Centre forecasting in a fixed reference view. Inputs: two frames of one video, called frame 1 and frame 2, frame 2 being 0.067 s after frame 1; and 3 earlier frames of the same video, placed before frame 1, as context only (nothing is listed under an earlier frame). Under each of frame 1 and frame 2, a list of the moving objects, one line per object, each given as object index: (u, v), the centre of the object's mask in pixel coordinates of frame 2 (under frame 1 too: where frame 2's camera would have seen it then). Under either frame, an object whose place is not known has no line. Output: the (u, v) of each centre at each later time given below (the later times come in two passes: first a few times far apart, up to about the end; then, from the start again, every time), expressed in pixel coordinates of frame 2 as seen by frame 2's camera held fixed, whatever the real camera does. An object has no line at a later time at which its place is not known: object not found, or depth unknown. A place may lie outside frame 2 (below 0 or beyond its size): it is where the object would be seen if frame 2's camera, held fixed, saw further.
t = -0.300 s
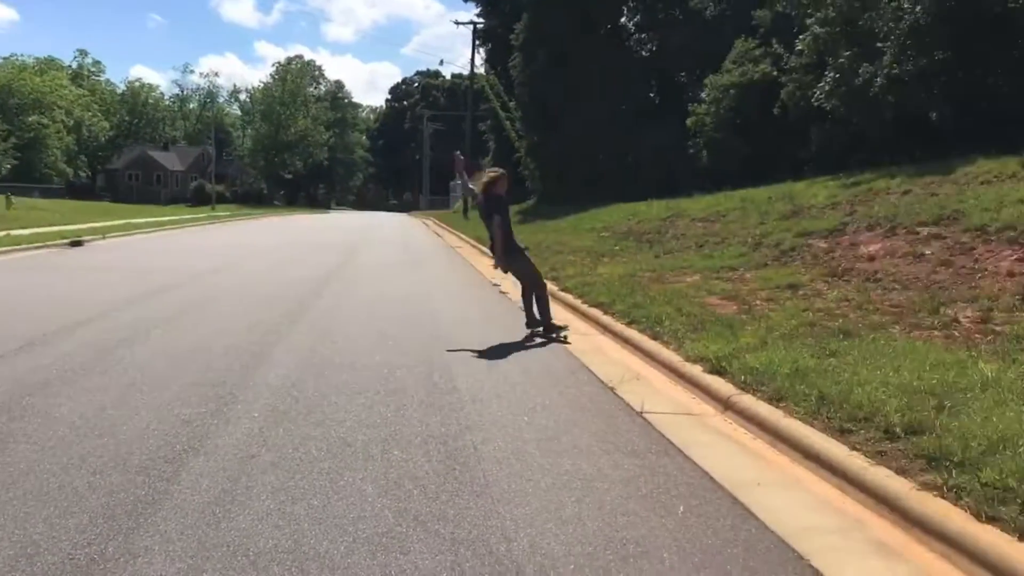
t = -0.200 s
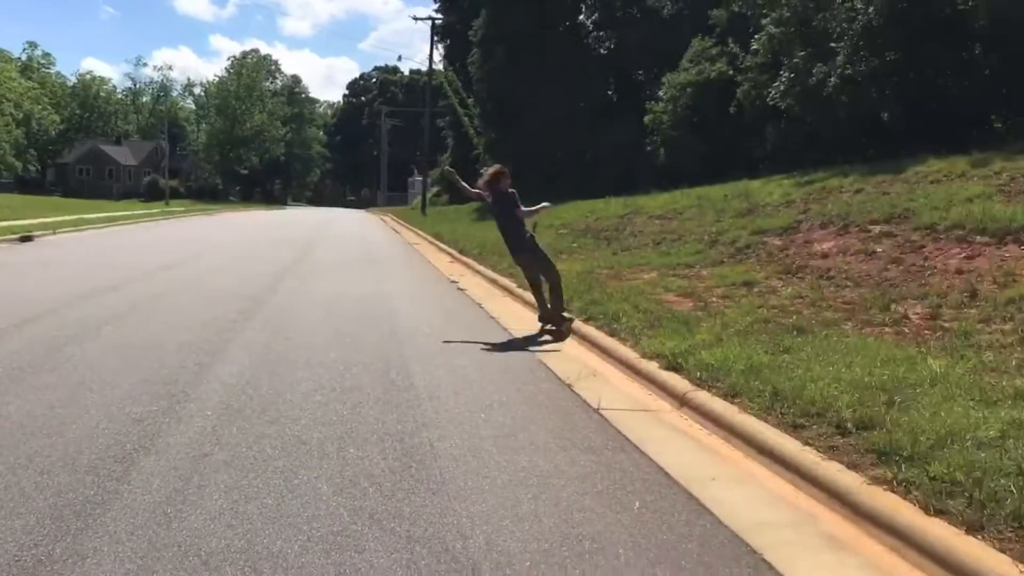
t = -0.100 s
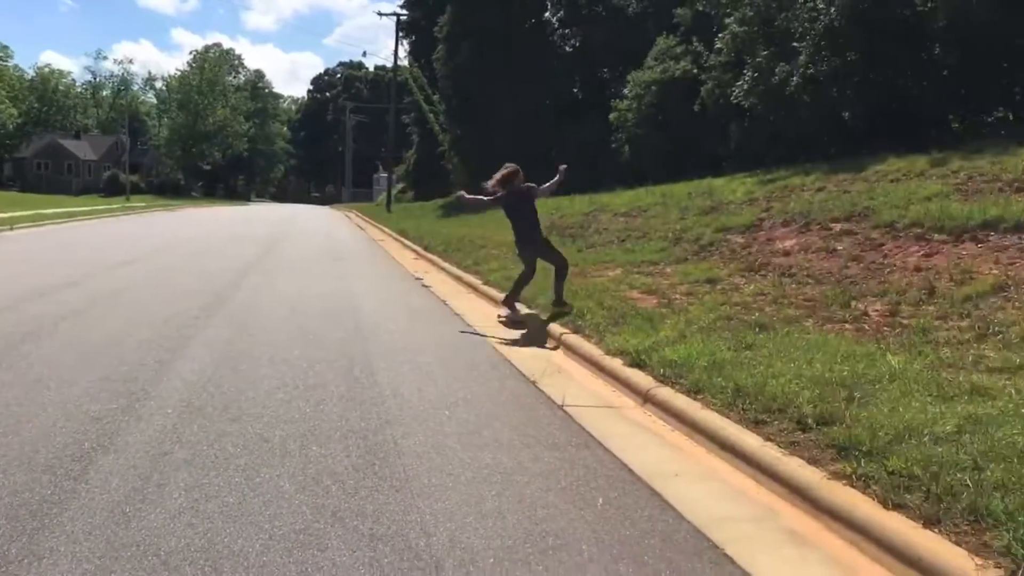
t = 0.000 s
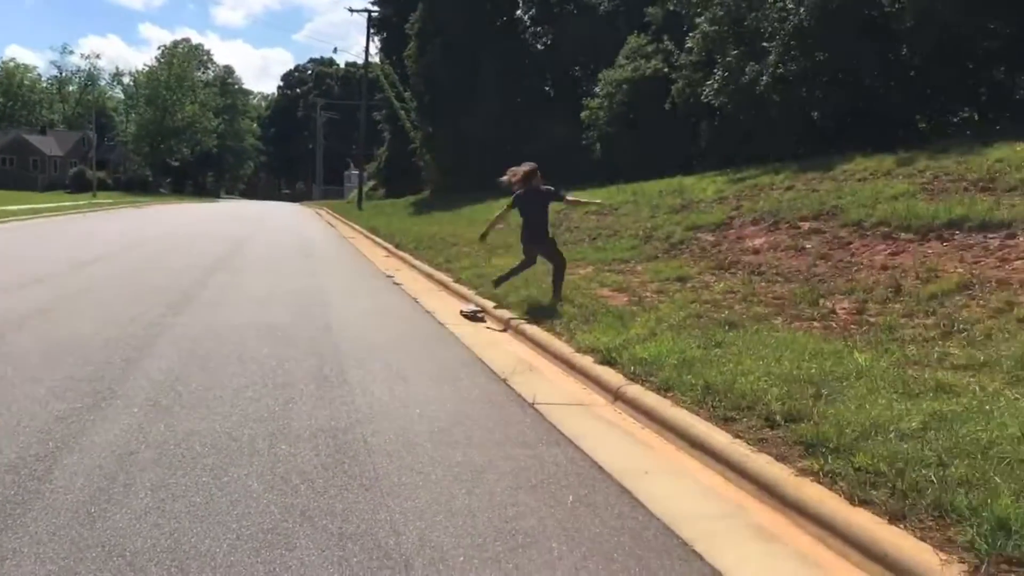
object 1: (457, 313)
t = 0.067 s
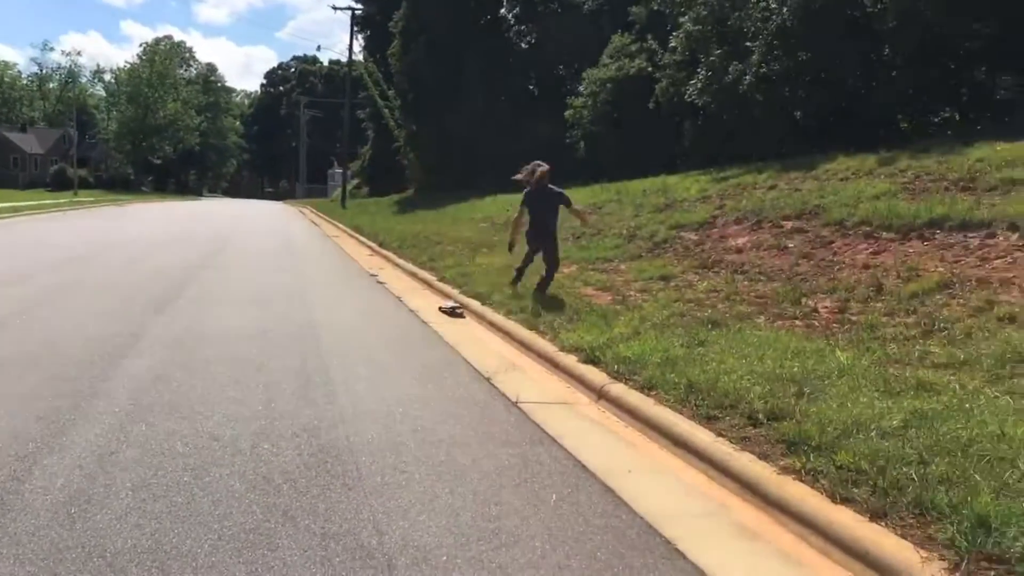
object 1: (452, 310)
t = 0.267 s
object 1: (437, 302)
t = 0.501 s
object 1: (413, 294)
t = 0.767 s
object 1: (379, 285)
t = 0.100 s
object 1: (450, 308)
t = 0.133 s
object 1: (448, 307)
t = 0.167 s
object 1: (444, 305)
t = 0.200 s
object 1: (443, 304)
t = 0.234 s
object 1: (440, 303)
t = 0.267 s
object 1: (437, 302)
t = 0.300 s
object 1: (434, 300)
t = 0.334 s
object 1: (431, 299)
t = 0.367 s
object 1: (428, 299)
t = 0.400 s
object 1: (424, 297)
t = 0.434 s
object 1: (421, 296)
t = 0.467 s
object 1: (417, 295)
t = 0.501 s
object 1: (413, 294)
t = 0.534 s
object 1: (409, 292)
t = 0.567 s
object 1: (405, 292)
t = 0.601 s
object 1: (401, 291)
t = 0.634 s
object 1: (396, 289)
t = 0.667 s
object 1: (392, 289)
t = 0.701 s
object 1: (388, 288)
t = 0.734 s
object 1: (384, 286)
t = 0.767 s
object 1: (379, 285)
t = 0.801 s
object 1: (376, 284)
